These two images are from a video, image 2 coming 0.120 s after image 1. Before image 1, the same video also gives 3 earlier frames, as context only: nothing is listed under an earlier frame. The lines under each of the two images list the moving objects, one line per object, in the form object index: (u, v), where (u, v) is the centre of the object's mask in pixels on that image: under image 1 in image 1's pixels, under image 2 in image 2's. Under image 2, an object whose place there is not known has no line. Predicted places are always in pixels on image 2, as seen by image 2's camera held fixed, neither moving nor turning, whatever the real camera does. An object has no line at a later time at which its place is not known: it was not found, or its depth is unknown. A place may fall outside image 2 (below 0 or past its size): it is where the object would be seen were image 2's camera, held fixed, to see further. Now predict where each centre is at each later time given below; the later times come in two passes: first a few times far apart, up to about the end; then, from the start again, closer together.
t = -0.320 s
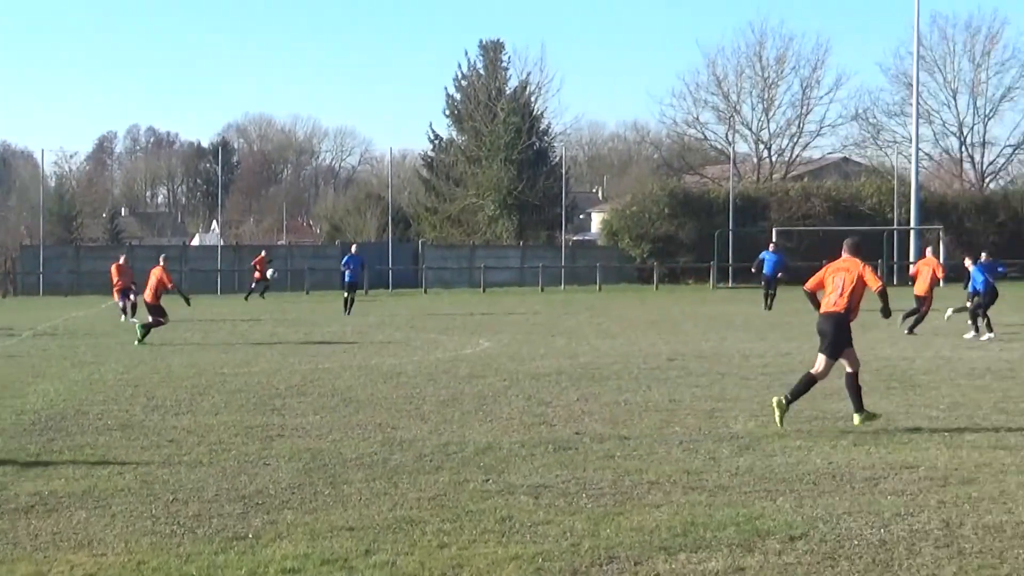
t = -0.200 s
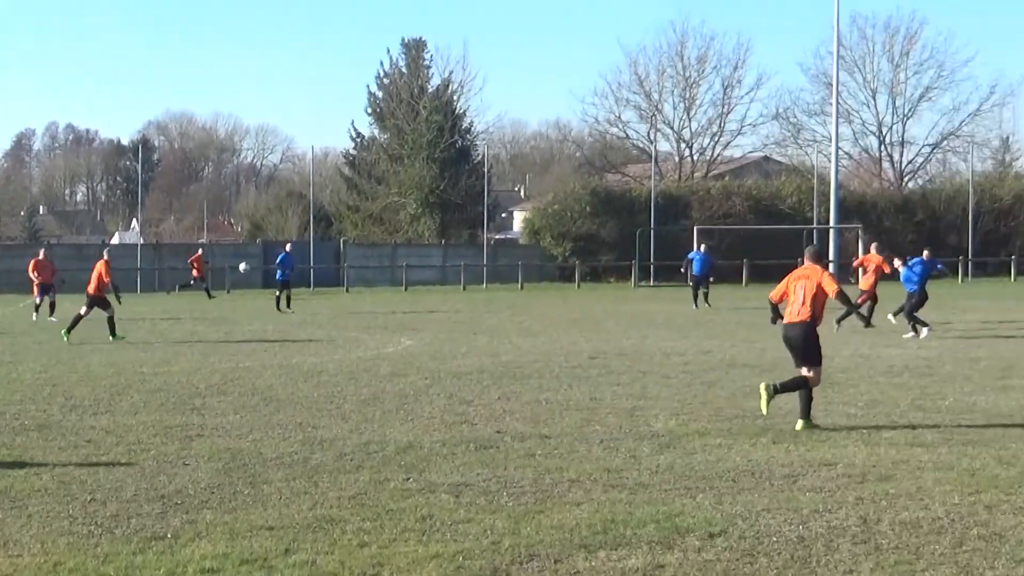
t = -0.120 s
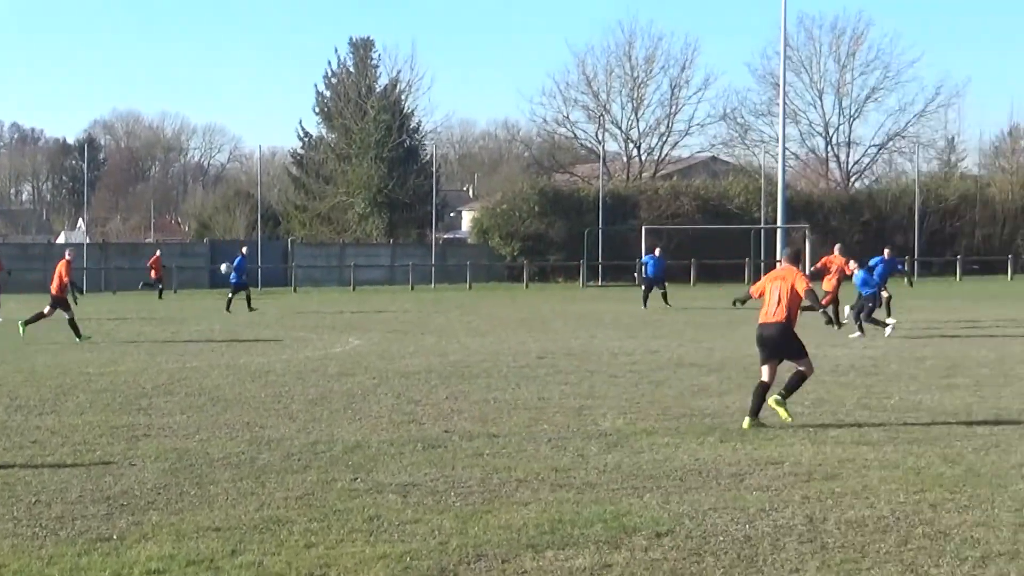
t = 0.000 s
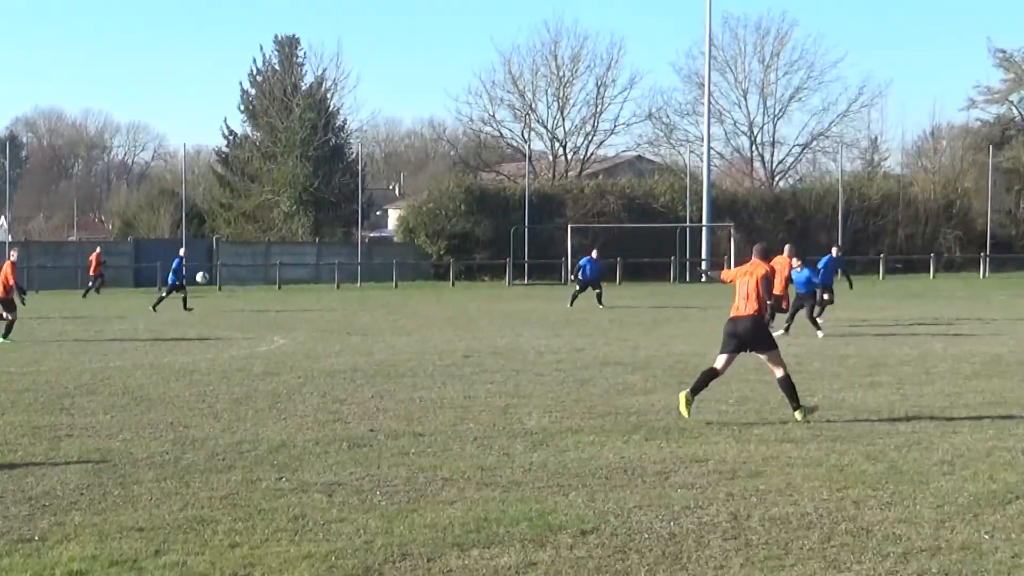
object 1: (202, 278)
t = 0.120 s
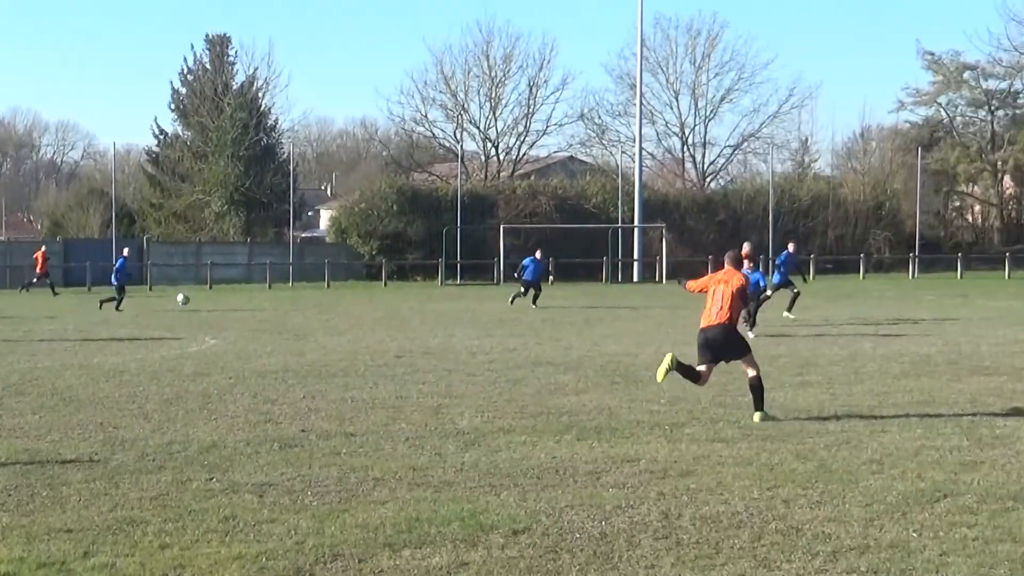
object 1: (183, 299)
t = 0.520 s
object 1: (297, 294)
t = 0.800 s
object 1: (358, 301)
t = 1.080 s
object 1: (422, 347)
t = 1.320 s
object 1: (489, 331)
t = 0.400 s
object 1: (272, 310)
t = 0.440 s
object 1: (280, 304)
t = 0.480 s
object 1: (289, 299)
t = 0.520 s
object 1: (297, 294)
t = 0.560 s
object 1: (306, 292)
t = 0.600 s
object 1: (315, 290)
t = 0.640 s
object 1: (324, 290)
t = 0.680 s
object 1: (332, 290)
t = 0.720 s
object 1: (341, 293)
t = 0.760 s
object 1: (350, 296)
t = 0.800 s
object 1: (358, 301)
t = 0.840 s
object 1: (368, 305)
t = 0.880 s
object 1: (376, 312)
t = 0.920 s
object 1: (385, 320)
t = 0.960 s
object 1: (394, 329)
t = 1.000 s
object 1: (402, 340)
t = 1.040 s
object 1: (411, 351)
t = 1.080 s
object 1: (422, 347)
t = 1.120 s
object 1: (432, 342)
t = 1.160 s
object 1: (444, 337)
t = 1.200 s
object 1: (454, 335)
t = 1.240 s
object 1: (466, 332)
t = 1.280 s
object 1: (477, 331)
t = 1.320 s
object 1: (489, 331)
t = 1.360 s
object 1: (501, 333)
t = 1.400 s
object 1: (513, 337)
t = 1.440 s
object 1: (525, 341)
